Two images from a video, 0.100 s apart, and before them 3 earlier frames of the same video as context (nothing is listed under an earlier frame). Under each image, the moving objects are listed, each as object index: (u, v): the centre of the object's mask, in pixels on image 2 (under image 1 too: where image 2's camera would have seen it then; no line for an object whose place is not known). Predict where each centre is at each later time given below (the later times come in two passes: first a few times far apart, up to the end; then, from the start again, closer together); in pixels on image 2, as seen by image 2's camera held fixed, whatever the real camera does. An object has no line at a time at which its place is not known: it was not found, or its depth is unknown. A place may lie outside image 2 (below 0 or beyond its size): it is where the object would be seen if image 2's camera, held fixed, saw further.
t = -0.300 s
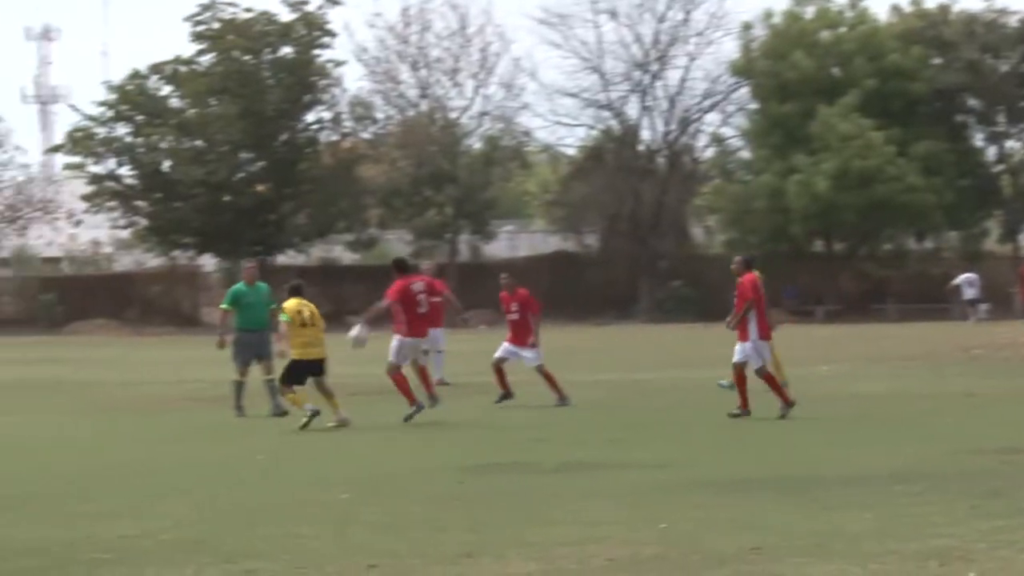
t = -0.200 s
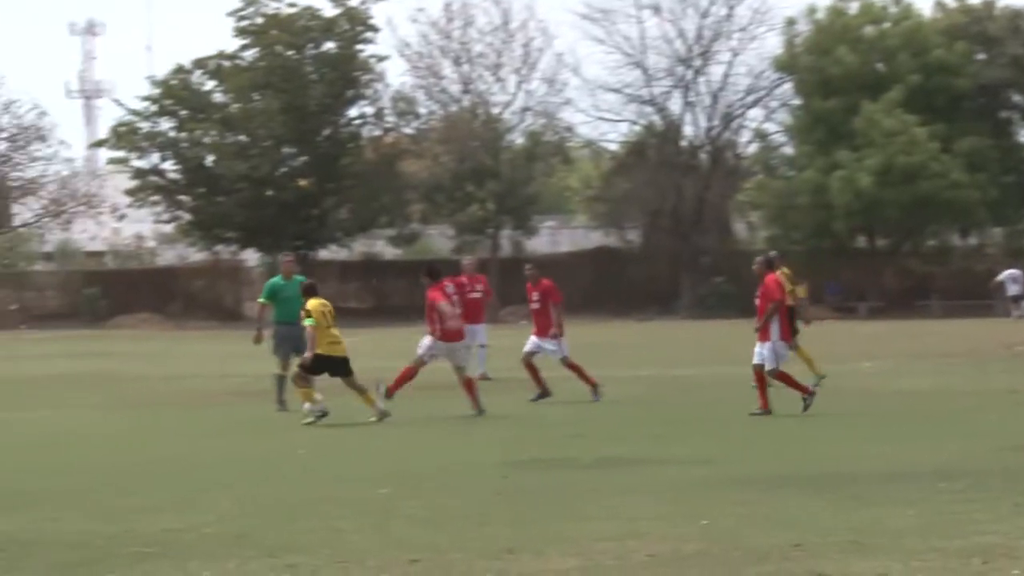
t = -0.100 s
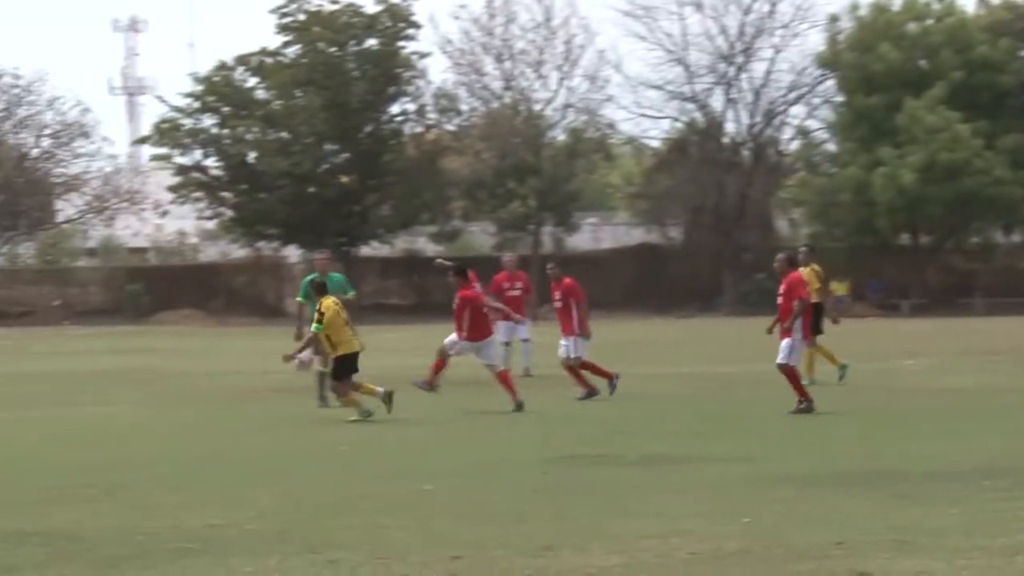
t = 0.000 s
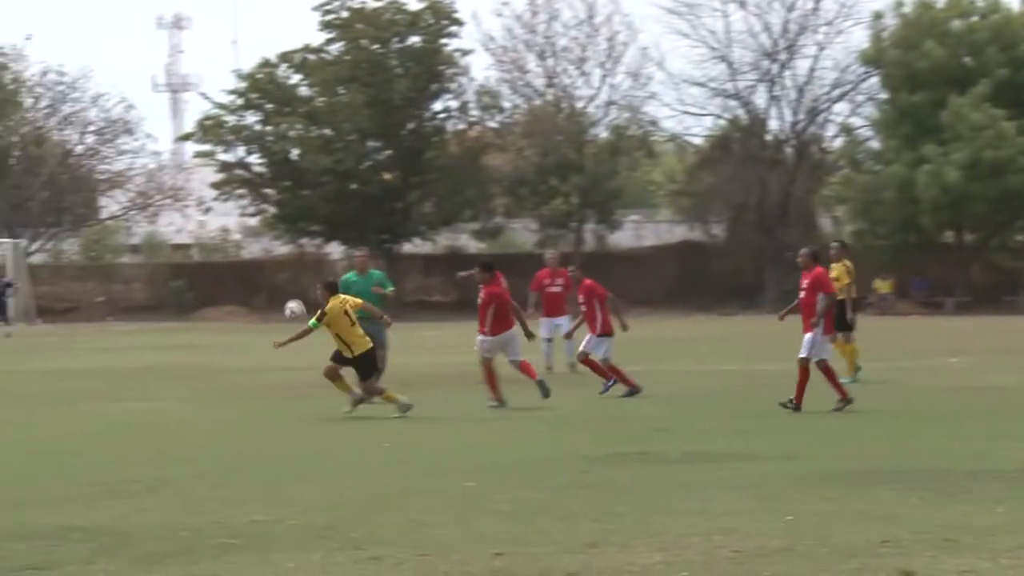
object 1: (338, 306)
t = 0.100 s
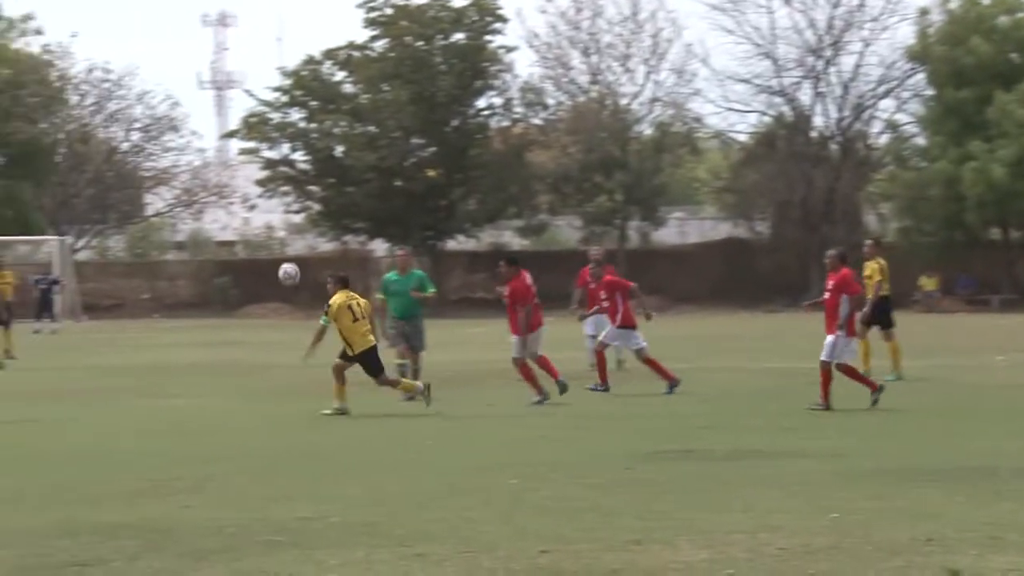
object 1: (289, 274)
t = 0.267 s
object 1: (201, 232)
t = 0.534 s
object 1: (64, 231)
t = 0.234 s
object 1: (220, 239)
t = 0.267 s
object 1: (201, 232)
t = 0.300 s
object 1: (185, 228)
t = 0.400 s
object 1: (133, 222)
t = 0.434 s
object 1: (115, 223)
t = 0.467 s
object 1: (98, 226)
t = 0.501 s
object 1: (81, 229)
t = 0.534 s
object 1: (64, 231)
